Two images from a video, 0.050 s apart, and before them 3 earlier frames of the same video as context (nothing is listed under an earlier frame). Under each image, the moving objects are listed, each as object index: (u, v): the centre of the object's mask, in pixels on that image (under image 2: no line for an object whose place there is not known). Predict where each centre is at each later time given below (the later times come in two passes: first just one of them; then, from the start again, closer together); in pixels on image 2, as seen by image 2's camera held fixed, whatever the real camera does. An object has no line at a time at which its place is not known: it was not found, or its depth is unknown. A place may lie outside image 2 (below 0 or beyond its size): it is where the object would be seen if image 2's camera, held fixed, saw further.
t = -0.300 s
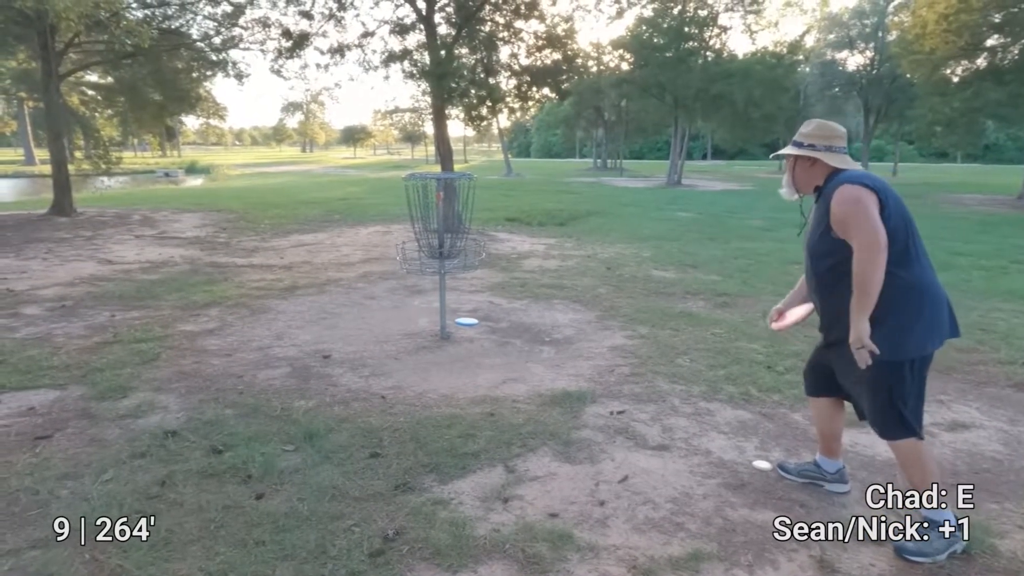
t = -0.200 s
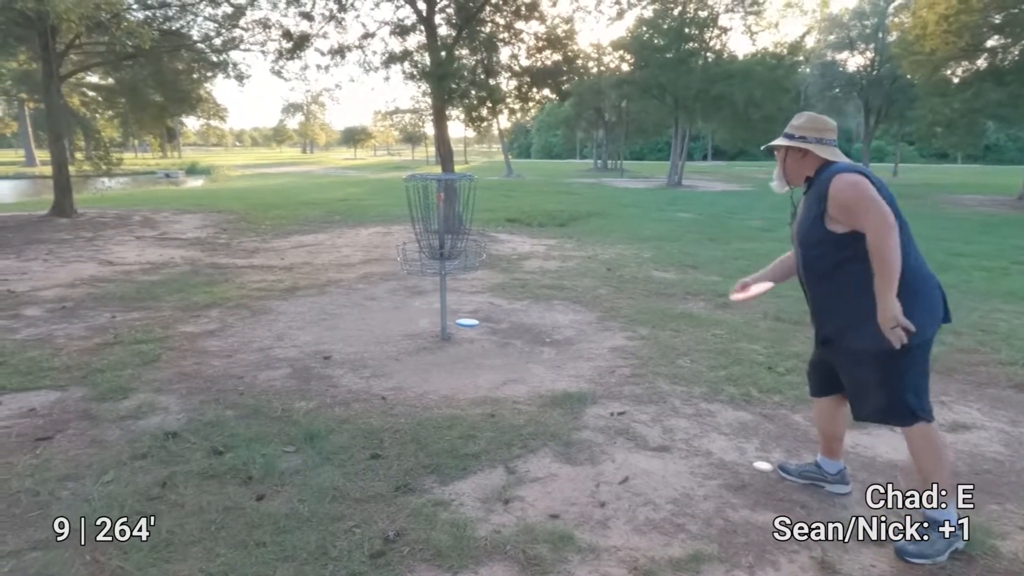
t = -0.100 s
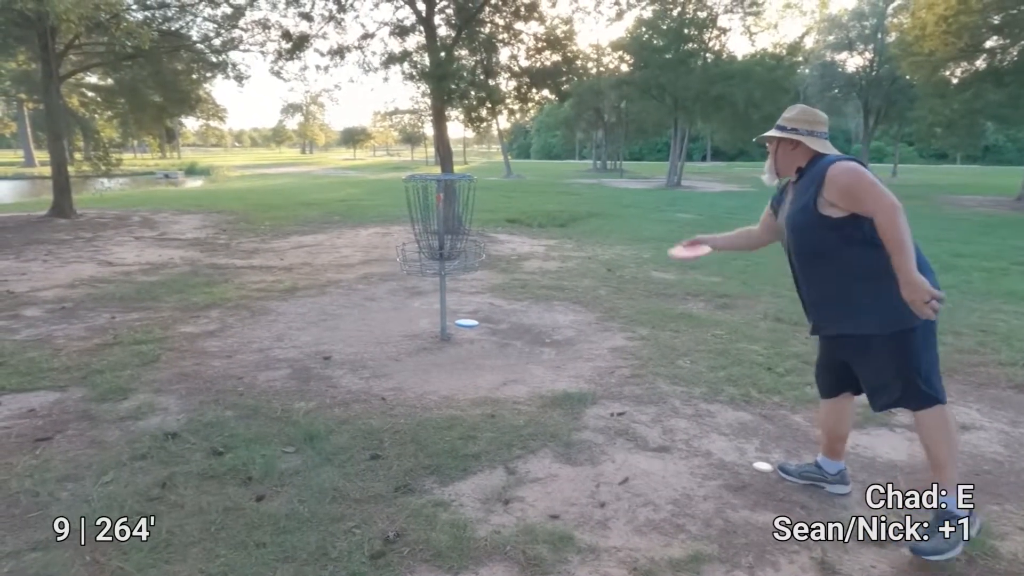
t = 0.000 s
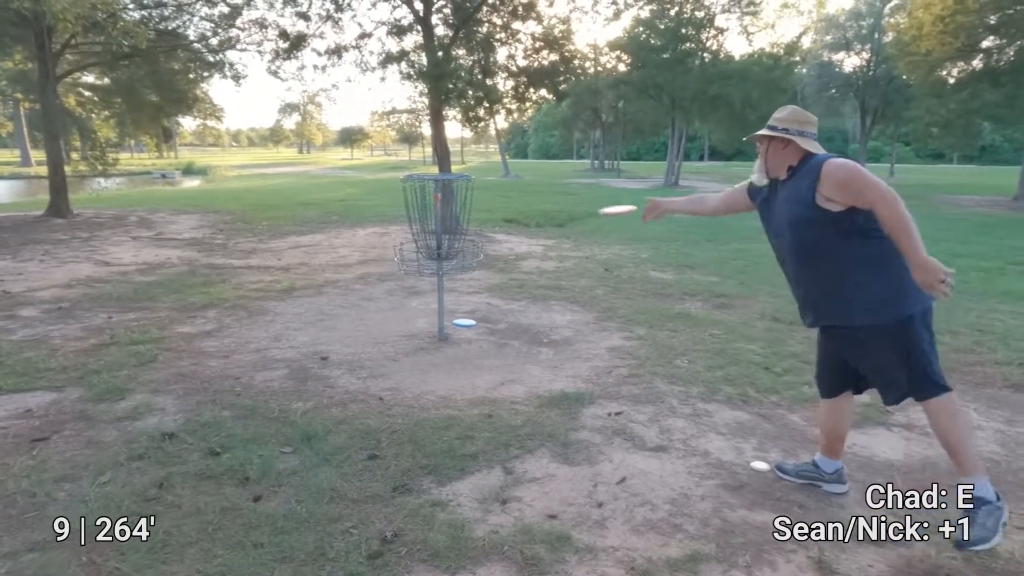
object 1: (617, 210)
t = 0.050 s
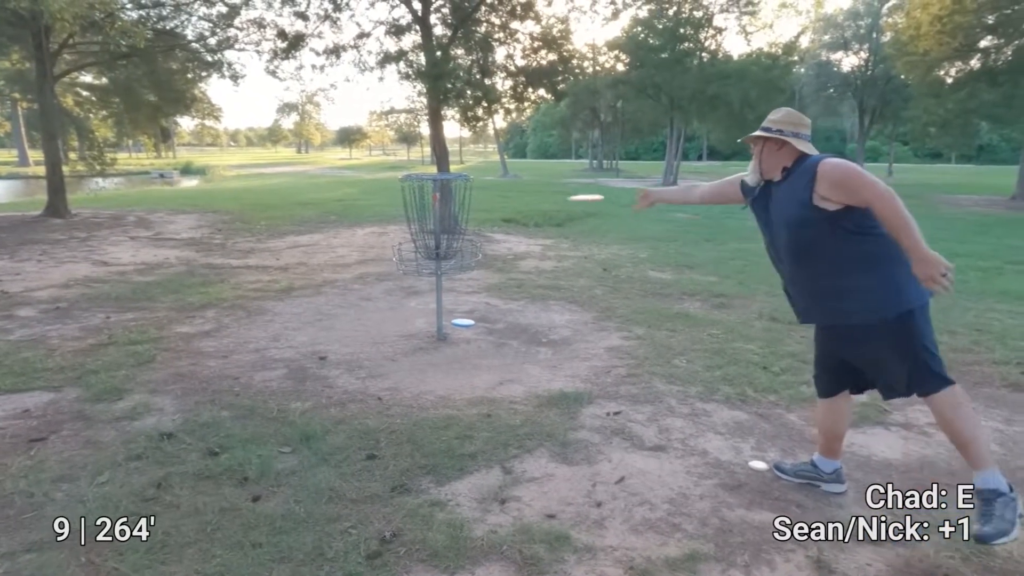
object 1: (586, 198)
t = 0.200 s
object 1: (509, 193)
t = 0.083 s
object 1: (567, 193)
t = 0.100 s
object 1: (558, 192)
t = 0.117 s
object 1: (549, 191)
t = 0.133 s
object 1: (541, 191)
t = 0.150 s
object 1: (533, 191)
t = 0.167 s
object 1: (525, 191)
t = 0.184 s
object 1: (516, 192)
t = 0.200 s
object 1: (509, 193)
